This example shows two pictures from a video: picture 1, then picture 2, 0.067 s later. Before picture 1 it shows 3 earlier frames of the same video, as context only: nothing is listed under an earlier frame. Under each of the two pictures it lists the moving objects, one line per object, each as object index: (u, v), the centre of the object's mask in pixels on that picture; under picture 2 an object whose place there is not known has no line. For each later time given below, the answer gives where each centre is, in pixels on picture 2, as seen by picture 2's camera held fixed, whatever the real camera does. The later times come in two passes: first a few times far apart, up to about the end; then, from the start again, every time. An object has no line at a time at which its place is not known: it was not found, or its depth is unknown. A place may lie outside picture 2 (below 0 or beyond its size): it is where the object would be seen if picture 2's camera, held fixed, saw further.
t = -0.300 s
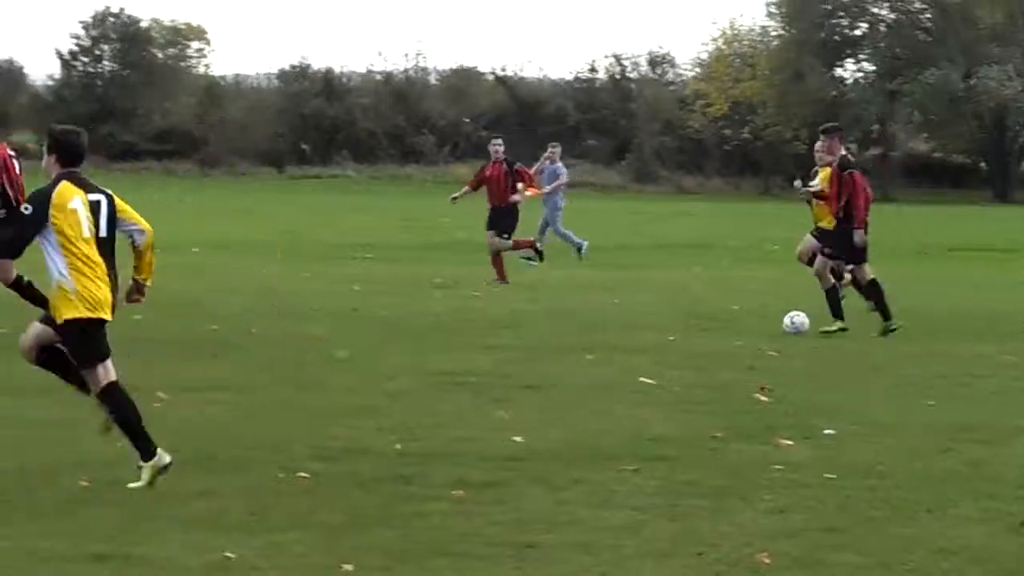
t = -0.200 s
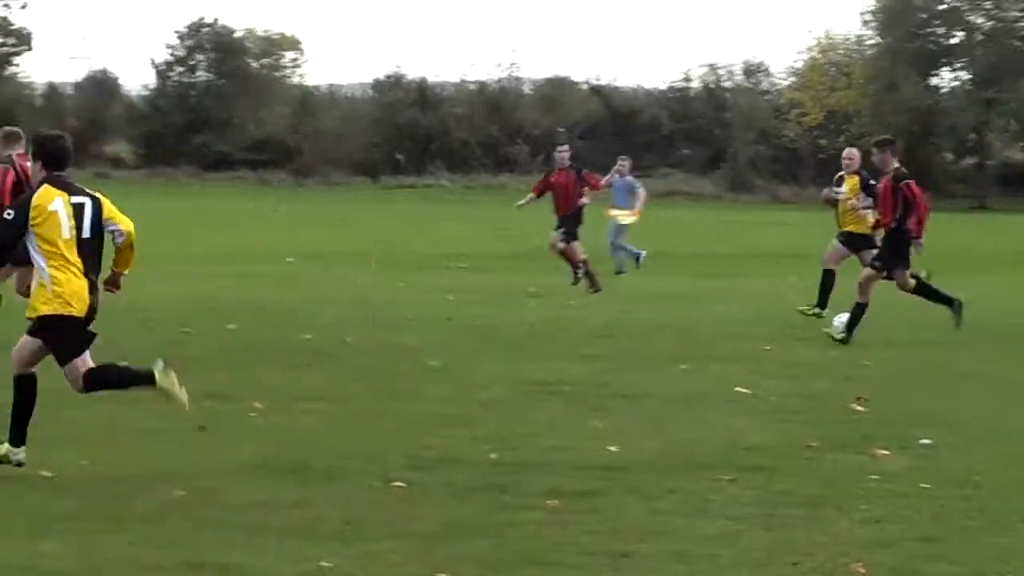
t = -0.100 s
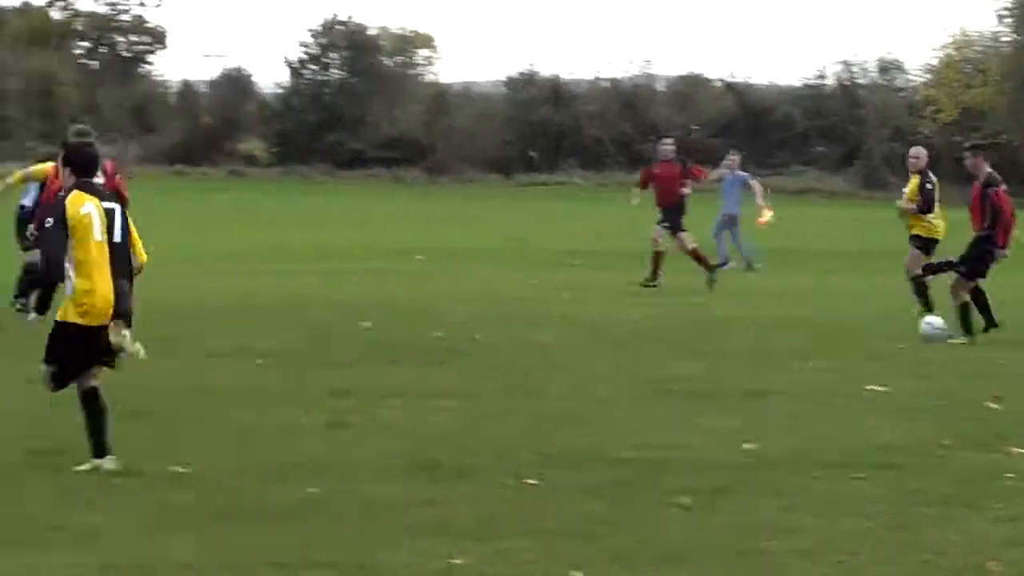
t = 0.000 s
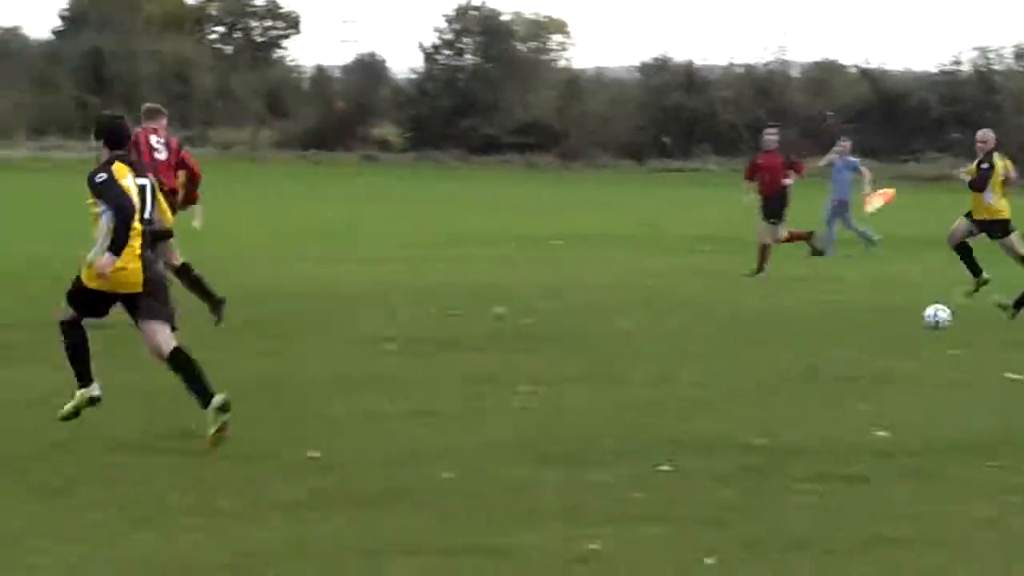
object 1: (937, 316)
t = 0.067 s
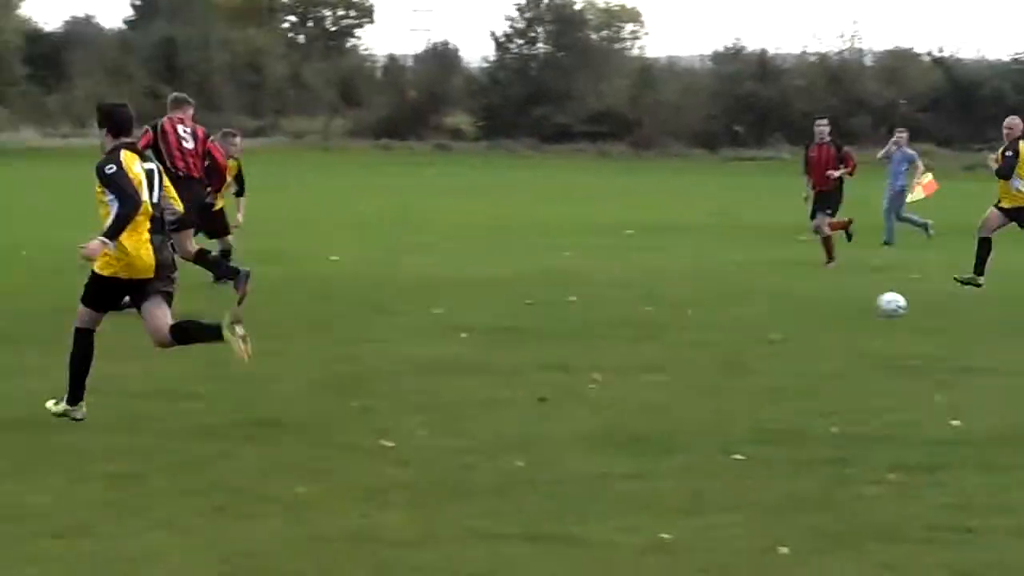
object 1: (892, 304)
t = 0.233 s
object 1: (610, 298)
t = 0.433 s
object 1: (302, 292)
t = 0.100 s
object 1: (833, 303)
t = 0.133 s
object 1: (776, 301)
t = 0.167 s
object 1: (718, 302)
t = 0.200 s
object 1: (661, 302)
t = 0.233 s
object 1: (610, 298)
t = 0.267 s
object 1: (561, 293)
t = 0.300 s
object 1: (511, 289)
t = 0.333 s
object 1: (459, 287)
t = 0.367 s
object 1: (408, 287)
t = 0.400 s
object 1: (355, 289)
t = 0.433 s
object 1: (302, 292)
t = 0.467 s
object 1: (249, 297)
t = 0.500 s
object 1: (195, 300)
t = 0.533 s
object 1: (151, 295)
